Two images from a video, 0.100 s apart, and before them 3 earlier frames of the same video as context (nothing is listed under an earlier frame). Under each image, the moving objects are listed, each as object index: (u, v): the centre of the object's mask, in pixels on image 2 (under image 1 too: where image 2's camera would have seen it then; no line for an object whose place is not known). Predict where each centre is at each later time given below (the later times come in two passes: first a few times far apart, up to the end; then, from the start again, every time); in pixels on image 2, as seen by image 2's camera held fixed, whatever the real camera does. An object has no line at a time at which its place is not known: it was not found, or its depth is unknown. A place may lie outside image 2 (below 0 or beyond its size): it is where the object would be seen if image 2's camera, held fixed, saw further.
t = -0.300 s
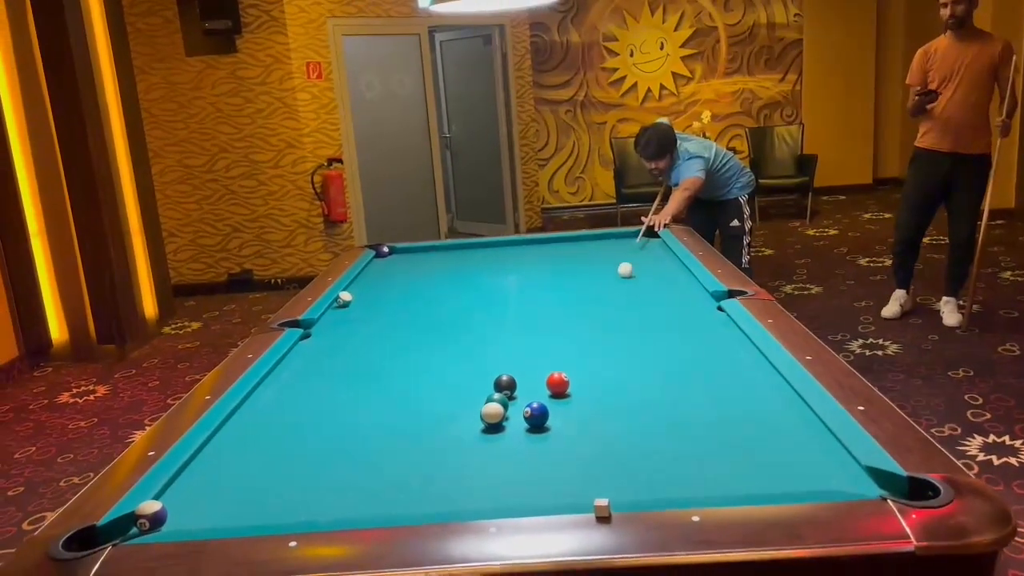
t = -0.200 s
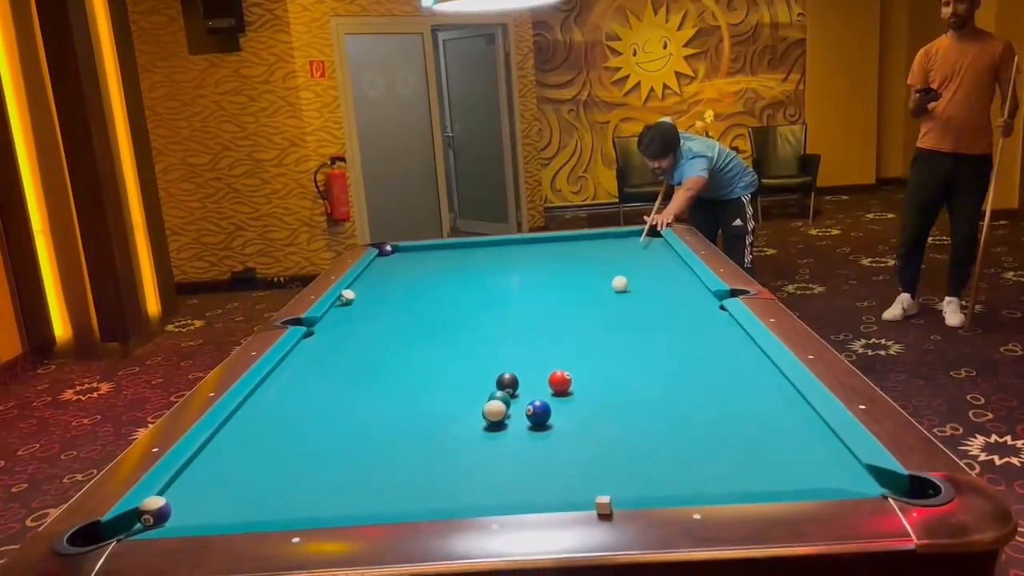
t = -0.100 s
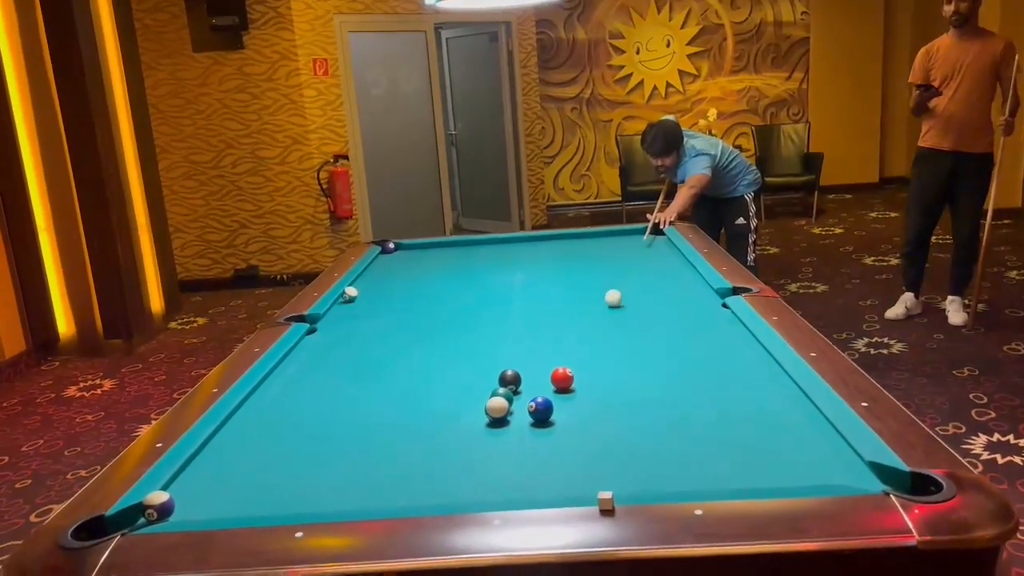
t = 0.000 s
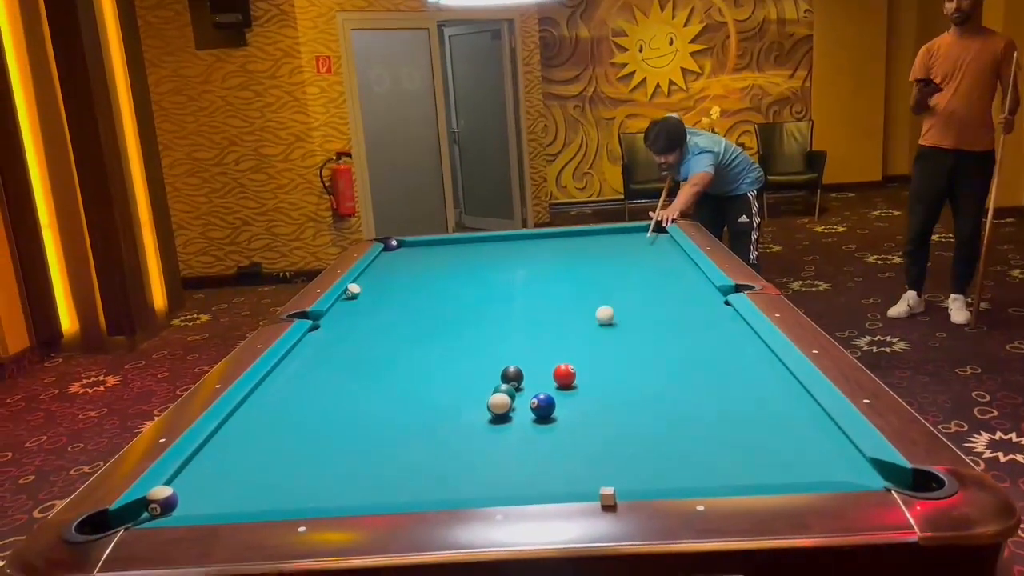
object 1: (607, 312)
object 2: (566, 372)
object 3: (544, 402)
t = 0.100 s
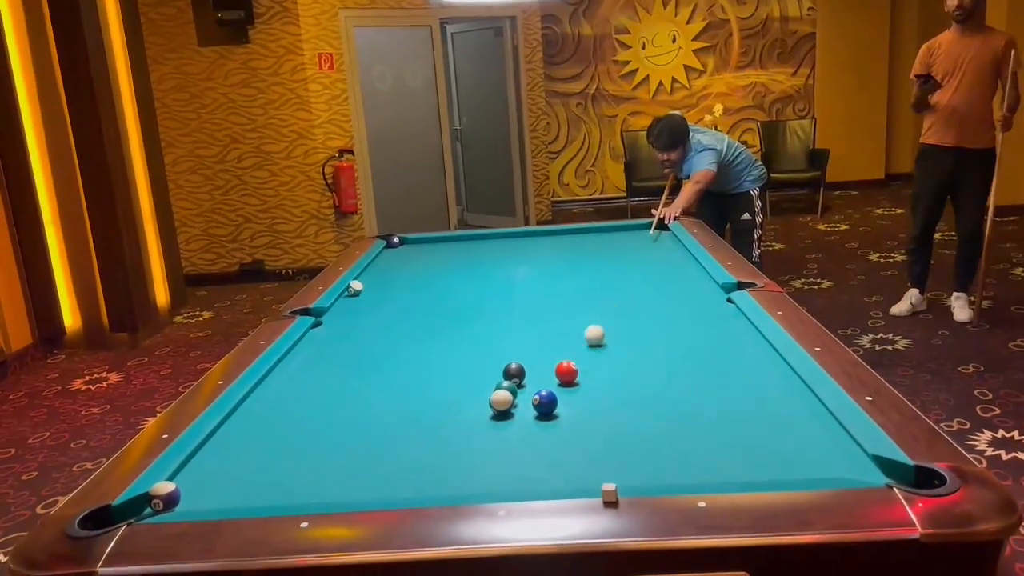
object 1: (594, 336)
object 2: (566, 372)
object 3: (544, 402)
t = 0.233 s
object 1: (584, 367)
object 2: (556, 379)
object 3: (544, 403)
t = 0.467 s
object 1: (627, 389)
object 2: (537, 412)
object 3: (565, 413)
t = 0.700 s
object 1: (670, 422)
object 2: (553, 436)
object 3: (592, 428)
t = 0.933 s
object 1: (723, 463)
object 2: (570, 462)
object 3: (620, 443)
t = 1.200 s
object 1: (748, 455)
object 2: (590, 475)
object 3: (653, 461)
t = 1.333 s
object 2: (597, 469)
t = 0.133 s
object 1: (590, 344)
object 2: (566, 372)
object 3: (545, 402)
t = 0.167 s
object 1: (585, 353)
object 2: (566, 372)
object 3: (545, 403)
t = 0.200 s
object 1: (581, 362)
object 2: (566, 372)
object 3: (545, 403)
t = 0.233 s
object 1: (584, 367)
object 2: (556, 379)
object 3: (544, 403)
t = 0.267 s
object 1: (592, 368)
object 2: (541, 384)
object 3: (544, 403)
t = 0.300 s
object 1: (598, 371)
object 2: (526, 395)
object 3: (545, 403)
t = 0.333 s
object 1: (605, 374)
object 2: (528, 401)
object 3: (550, 406)
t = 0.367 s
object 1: (611, 377)
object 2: (530, 404)
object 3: (554, 408)
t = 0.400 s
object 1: (617, 381)
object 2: (533, 406)
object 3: (558, 409)
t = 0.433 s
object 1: (622, 385)
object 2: (534, 409)
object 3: (561, 411)
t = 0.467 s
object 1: (627, 389)
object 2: (537, 412)
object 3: (565, 413)
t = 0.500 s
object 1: (633, 394)
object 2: (539, 416)
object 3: (568, 415)
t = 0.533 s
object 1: (639, 398)
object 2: (541, 419)
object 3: (572, 417)
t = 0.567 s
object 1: (644, 403)
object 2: (543, 422)
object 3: (576, 419)
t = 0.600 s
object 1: (651, 408)
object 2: (546, 426)
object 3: (580, 422)
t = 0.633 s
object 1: (657, 413)
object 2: (548, 429)
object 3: (584, 424)
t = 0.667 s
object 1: (664, 418)
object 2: (550, 433)
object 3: (588, 426)
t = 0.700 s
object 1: (670, 422)
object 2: (553, 436)
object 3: (592, 428)
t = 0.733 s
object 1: (677, 428)
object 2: (555, 439)
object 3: (596, 430)
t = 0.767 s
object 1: (684, 434)
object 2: (557, 443)
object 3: (600, 432)
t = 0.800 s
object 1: (691, 439)
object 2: (560, 447)
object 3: (603, 434)
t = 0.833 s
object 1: (699, 445)
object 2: (563, 450)
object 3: (608, 437)
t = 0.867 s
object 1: (707, 451)
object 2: (565, 454)
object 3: (612, 439)
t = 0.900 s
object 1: (715, 457)
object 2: (568, 458)
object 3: (616, 441)
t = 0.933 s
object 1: (723, 463)
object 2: (570, 462)
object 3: (620, 443)
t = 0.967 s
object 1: (732, 468)
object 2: (573, 465)
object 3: (623, 445)
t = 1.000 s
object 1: (740, 472)
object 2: (576, 470)
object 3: (627, 448)
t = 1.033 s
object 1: (744, 471)
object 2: (578, 473)
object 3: (631, 450)
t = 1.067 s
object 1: (745, 469)
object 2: (581, 475)
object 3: (636, 452)
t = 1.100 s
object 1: (746, 466)
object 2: (584, 477)
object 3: (640, 455)
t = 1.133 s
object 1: (747, 463)
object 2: (587, 478)
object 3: (645, 457)
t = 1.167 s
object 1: (748, 459)
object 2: (588, 477)
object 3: (649, 459)
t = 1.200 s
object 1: (748, 455)
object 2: (590, 475)
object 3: (653, 461)
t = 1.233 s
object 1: (749, 451)
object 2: (592, 474)
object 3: (657, 464)
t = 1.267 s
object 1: (750, 448)
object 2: (594, 472)
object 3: (661, 466)
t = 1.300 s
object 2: (596, 470)
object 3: (666, 468)
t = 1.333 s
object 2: (597, 469)
